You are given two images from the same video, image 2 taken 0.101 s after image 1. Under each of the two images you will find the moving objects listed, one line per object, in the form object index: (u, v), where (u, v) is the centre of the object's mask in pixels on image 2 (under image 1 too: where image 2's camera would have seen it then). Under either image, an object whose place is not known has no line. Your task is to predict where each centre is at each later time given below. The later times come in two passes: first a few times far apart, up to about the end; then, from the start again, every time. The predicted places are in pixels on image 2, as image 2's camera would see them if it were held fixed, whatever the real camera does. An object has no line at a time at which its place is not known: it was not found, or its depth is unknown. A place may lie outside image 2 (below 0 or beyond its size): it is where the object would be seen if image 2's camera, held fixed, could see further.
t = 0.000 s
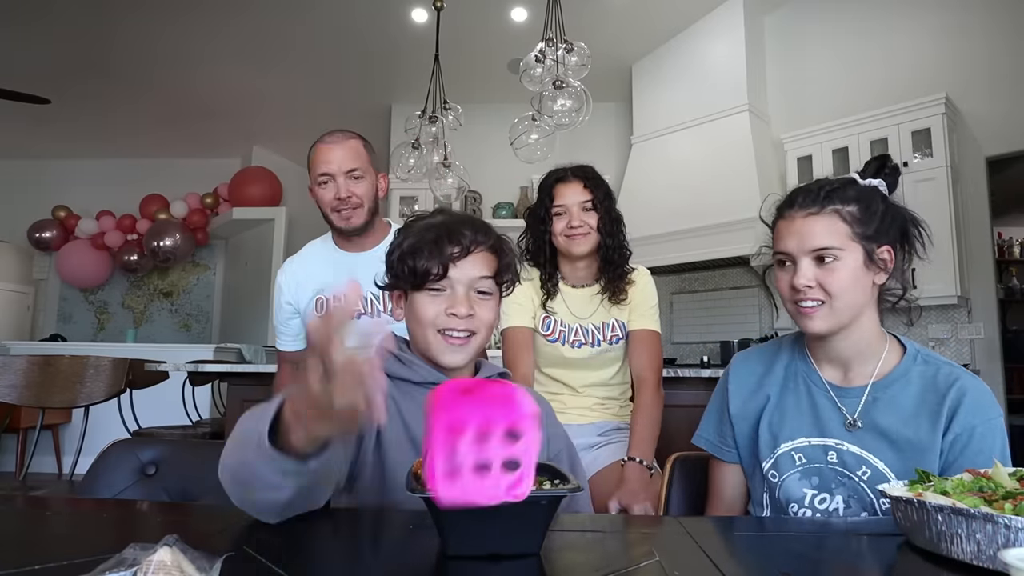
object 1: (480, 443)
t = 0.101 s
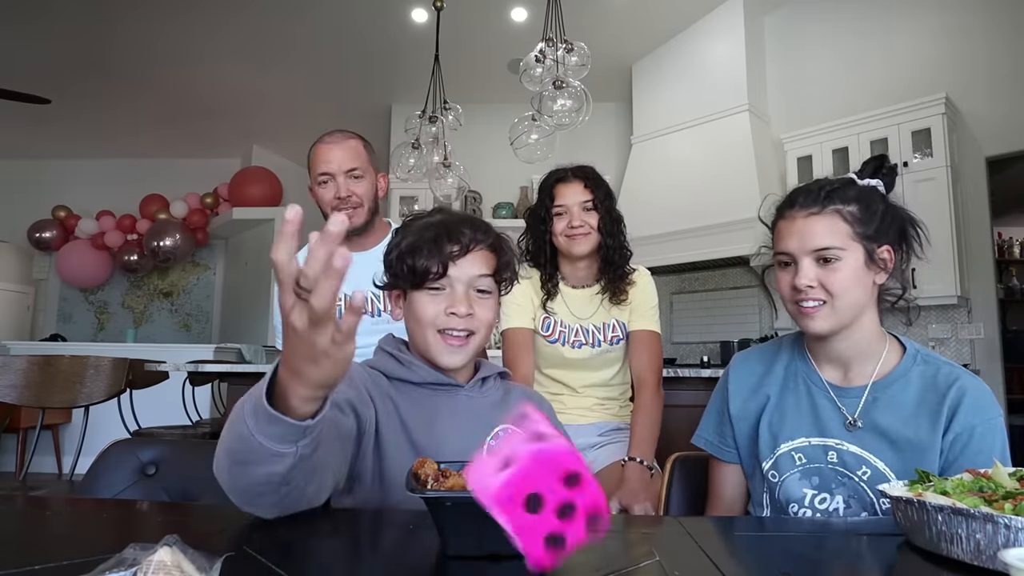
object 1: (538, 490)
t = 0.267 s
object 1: (608, 515)
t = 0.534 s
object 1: (649, 531)
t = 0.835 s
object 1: (632, 538)
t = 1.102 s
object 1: (624, 540)
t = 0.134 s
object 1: (558, 522)
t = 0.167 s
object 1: (577, 530)
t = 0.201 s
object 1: (586, 518)
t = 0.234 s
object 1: (597, 512)
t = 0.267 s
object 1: (608, 515)
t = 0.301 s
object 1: (618, 526)
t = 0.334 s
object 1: (629, 534)
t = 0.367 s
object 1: (637, 531)
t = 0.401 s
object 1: (645, 536)
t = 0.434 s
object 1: (647, 536)
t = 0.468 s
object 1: (646, 532)
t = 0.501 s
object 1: (647, 530)
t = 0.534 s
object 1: (649, 531)
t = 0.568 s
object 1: (653, 530)
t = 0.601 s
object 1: (653, 530)
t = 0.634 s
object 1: (652, 530)
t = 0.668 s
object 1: (650, 531)
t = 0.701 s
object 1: (648, 532)
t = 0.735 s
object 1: (645, 534)
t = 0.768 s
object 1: (641, 536)
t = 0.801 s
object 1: (637, 538)
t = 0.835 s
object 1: (632, 538)
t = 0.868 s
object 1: (628, 538)
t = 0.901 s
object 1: (626, 540)
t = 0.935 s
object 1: (624, 540)
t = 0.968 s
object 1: (624, 540)
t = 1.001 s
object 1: (624, 540)
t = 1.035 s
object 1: (624, 540)
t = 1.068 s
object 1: (624, 540)
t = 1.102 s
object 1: (624, 540)
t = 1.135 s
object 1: (625, 540)
